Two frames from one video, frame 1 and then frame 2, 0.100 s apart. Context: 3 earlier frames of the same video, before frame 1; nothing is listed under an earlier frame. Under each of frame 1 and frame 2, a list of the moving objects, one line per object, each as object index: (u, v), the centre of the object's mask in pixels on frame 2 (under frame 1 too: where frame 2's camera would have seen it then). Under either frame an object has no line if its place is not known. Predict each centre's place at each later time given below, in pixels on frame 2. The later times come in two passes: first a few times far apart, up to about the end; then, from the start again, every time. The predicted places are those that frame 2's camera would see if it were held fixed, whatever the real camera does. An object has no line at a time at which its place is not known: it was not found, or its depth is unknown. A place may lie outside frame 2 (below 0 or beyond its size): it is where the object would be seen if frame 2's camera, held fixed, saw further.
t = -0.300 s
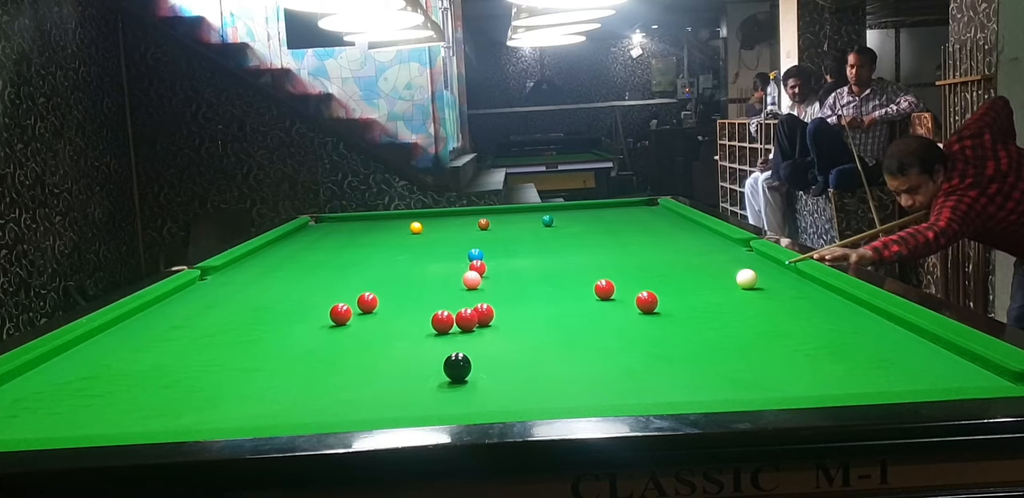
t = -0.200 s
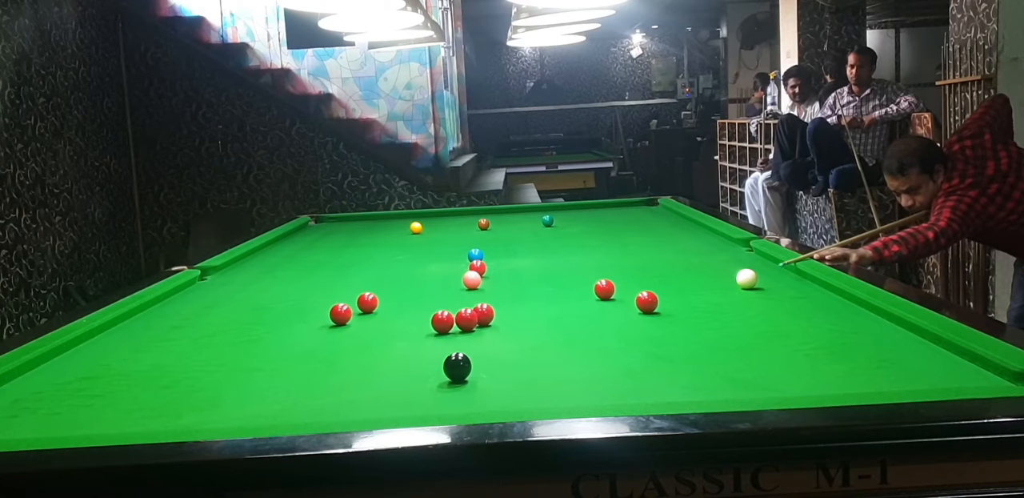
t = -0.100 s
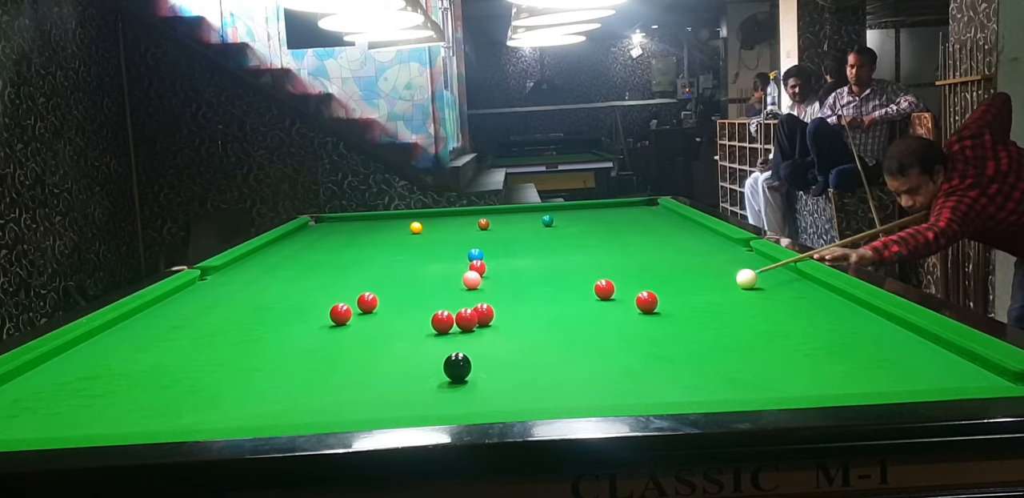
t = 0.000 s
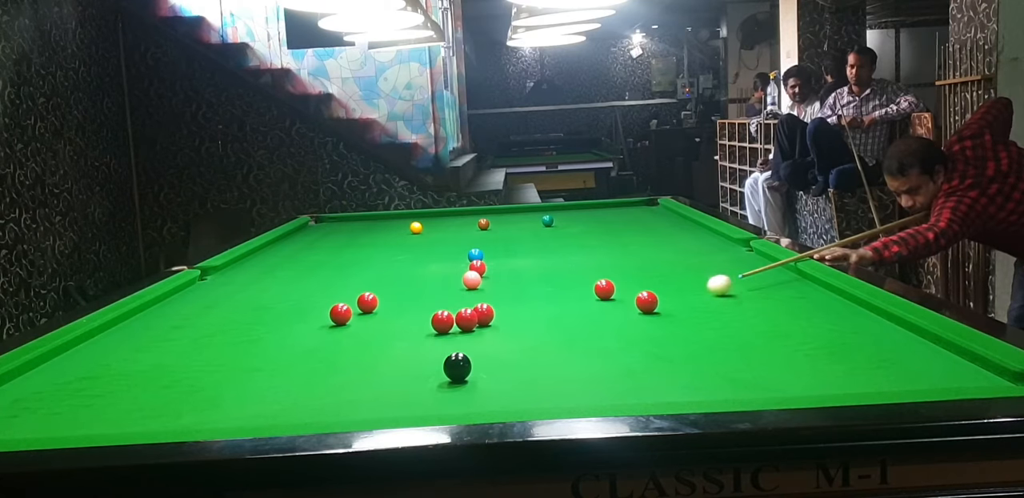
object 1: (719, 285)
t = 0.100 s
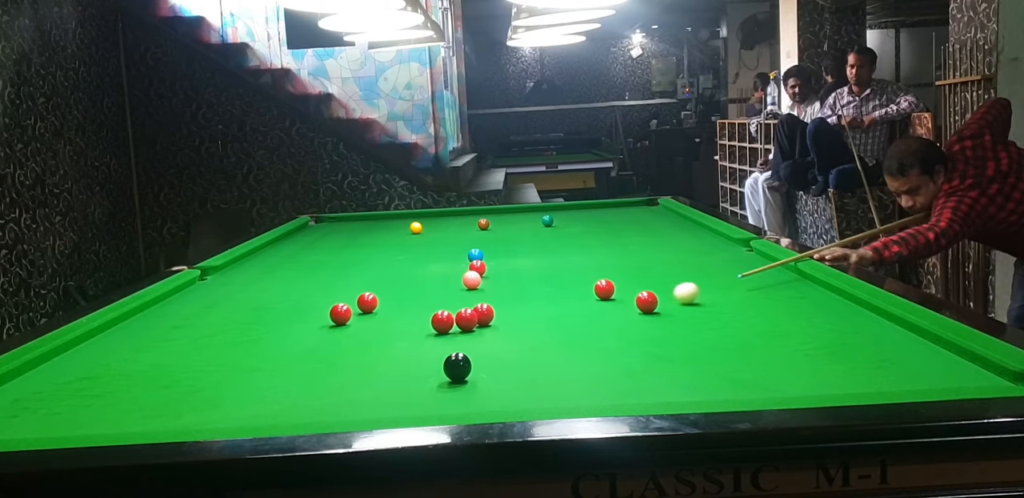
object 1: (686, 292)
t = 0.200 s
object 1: (665, 299)
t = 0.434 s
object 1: (656, 305)
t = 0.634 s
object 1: (647, 310)
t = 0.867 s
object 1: (636, 316)
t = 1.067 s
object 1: (626, 321)
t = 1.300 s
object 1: (616, 327)
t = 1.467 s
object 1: (609, 331)
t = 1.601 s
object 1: (603, 334)
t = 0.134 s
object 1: (674, 295)
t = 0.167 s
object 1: (664, 298)
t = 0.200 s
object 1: (665, 299)
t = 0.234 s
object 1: (665, 299)
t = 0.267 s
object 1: (664, 300)
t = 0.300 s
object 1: (663, 301)
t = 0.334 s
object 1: (661, 302)
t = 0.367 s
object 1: (659, 303)
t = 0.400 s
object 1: (658, 304)
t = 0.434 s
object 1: (656, 305)
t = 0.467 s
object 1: (655, 305)
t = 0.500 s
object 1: (653, 306)
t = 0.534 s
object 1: (651, 307)
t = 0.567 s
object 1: (650, 308)
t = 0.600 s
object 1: (648, 309)
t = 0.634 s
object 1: (647, 310)
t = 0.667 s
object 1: (645, 311)
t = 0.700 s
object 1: (644, 312)
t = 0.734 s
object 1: (642, 313)
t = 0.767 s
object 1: (640, 314)
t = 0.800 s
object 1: (639, 314)
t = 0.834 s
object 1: (637, 315)
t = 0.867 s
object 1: (636, 316)
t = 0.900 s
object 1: (634, 317)
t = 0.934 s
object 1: (633, 318)
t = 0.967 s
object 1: (631, 319)
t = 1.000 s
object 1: (629, 320)
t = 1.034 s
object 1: (628, 321)
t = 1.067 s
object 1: (626, 321)
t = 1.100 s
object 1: (625, 322)
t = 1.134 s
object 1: (623, 323)
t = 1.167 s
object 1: (622, 324)
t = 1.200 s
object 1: (620, 325)
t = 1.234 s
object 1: (619, 326)
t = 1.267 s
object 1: (617, 327)
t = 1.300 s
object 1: (616, 327)
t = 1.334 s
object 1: (614, 328)
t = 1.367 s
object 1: (613, 329)
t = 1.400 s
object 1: (612, 330)
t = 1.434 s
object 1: (610, 330)
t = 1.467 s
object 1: (609, 331)
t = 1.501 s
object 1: (607, 332)
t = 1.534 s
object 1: (606, 333)
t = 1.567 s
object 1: (605, 334)
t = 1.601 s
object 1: (603, 334)
